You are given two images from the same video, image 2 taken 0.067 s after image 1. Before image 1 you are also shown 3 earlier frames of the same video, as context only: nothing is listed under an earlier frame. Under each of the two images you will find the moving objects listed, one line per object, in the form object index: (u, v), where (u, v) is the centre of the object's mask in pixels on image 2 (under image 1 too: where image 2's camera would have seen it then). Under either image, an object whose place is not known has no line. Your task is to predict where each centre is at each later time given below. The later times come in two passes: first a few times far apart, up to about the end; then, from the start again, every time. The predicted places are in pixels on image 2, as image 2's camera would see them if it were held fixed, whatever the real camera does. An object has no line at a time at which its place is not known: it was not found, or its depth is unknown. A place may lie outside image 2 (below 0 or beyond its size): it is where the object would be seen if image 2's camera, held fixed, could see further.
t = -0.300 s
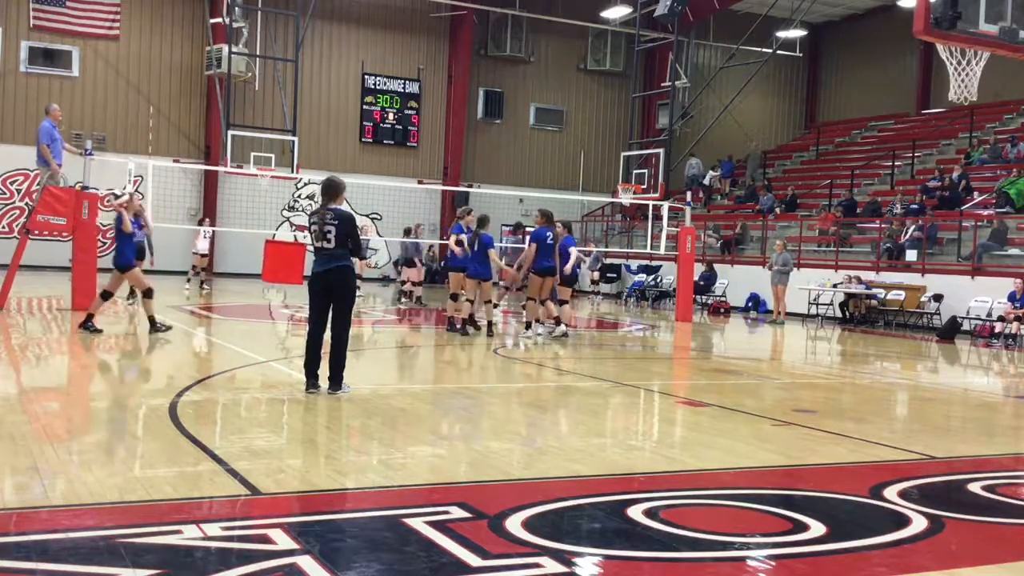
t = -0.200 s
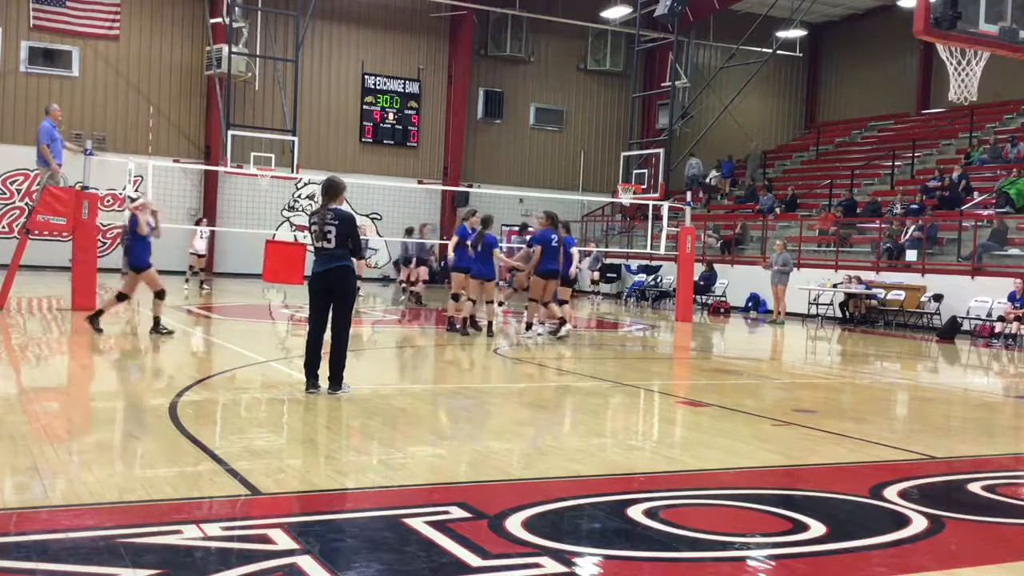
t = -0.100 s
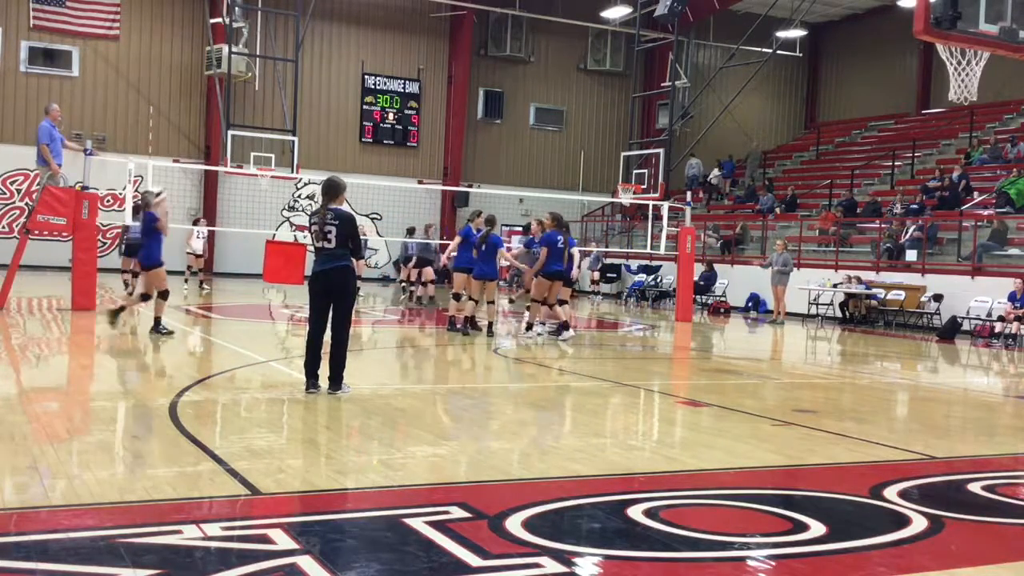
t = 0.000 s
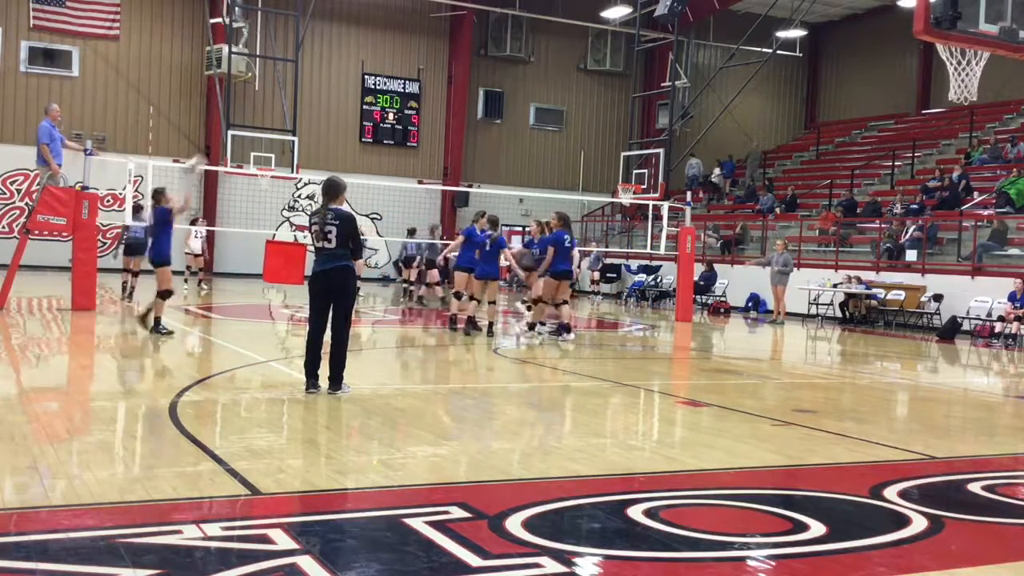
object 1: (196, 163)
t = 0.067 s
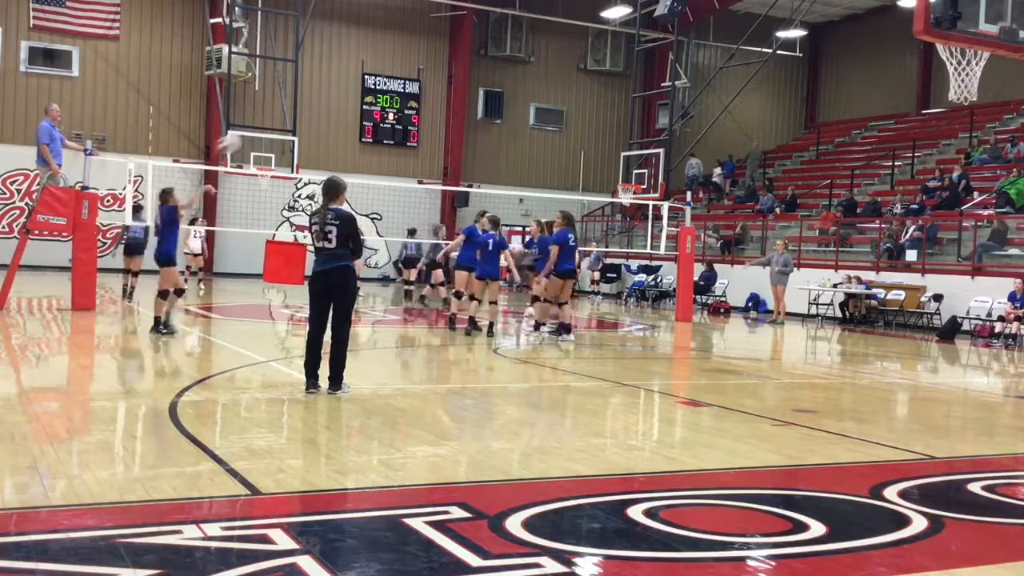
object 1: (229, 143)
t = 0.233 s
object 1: (311, 106)
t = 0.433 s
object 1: (402, 92)
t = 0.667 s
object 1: (498, 114)
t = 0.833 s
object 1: (562, 153)
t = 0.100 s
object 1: (246, 133)
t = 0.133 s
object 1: (264, 125)
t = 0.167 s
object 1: (279, 118)
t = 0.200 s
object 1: (296, 111)
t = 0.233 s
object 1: (311, 106)
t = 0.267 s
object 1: (328, 99)
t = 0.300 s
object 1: (342, 95)
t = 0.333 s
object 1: (357, 93)
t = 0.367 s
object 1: (371, 94)
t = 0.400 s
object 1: (387, 89)
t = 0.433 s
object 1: (402, 92)
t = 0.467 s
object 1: (417, 93)
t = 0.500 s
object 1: (431, 93)
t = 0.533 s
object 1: (445, 95)
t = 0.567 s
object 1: (458, 99)
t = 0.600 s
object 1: (471, 104)
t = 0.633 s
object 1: (485, 108)
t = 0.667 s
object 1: (498, 114)
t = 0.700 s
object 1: (510, 119)
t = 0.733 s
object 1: (523, 127)
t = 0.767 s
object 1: (536, 135)
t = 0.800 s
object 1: (549, 143)
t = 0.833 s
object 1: (562, 153)
